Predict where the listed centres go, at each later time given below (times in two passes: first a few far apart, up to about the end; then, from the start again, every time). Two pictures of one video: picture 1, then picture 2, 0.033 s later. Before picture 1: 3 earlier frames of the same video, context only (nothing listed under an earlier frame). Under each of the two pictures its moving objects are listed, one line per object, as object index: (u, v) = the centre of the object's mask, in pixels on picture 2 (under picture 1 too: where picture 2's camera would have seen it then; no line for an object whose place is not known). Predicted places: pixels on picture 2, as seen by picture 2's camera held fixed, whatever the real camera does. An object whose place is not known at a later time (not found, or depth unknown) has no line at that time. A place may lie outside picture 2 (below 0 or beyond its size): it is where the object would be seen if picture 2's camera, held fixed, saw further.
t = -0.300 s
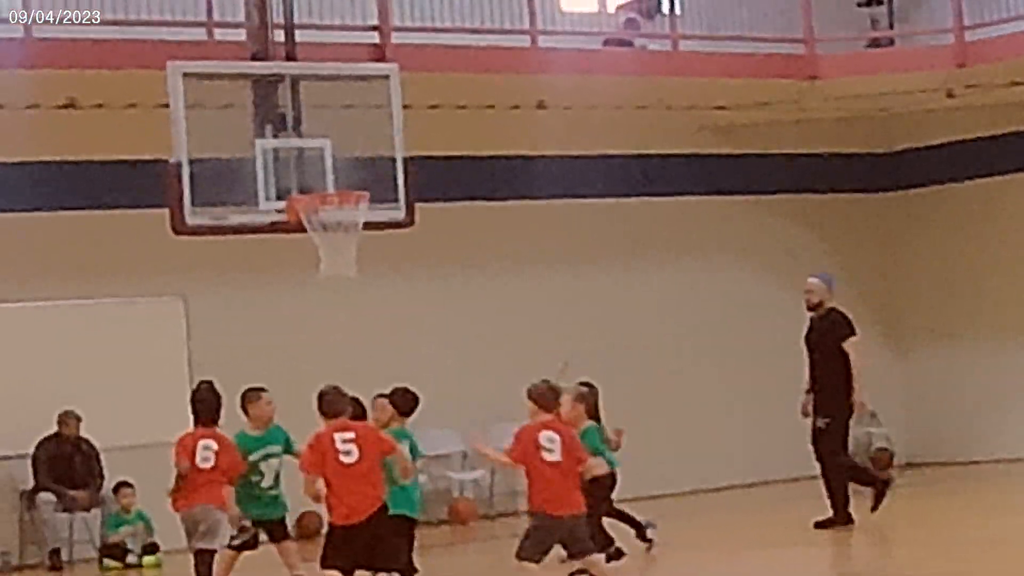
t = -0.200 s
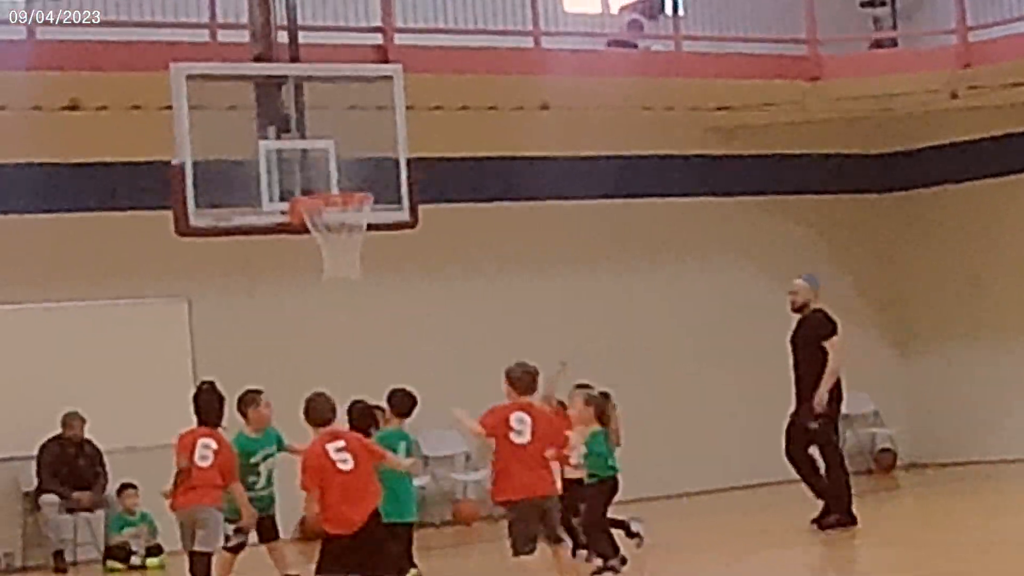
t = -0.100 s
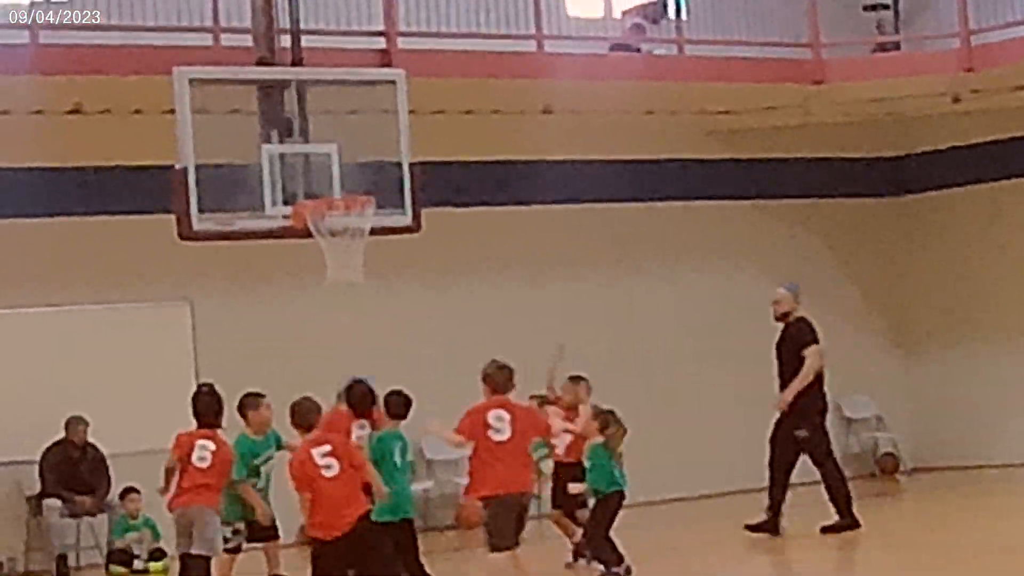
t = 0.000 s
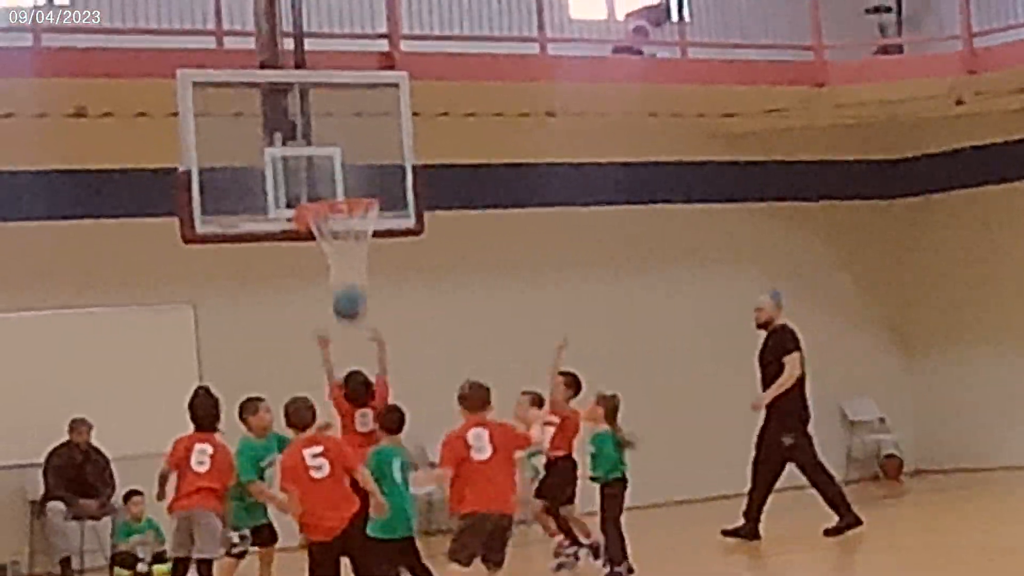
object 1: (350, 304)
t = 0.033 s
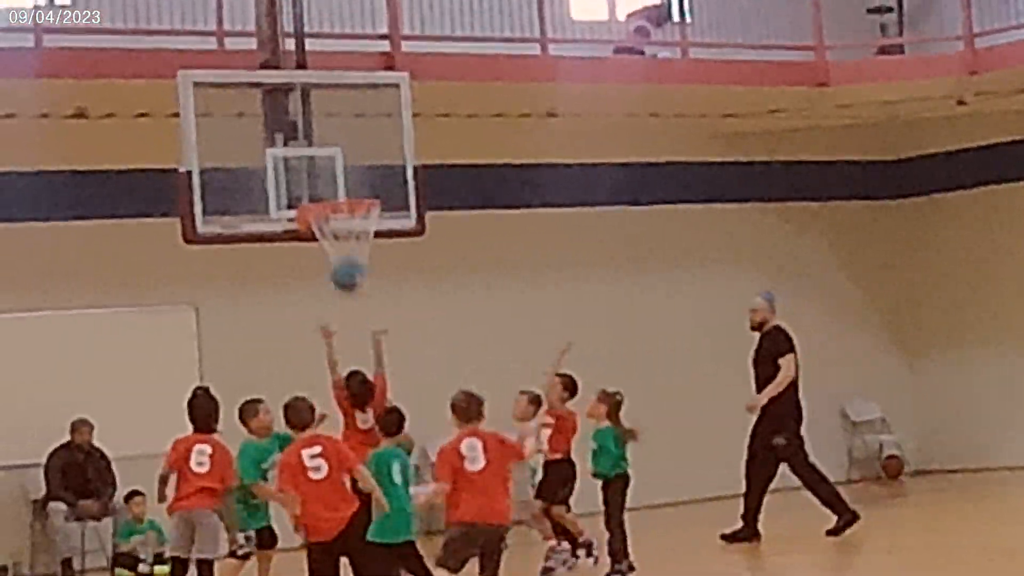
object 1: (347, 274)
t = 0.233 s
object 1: (327, 140)
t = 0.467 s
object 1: (317, 76)
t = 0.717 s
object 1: (308, 101)
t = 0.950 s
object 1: (336, 176)
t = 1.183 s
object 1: (378, 251)
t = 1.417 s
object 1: (379, 327)
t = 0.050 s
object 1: (344, 258)
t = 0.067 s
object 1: (341, 245)
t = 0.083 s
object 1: (340, 233)
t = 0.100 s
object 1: (339, 221)
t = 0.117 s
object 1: (337, 209)
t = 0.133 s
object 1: (337, 197)
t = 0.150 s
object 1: (336, 187)
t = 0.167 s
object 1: (332, 177)
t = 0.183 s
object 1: (330, 168)
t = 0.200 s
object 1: (331, 158)
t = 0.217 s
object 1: (329, 149)
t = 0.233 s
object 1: (327, 140)
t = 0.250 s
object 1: (326, 132)
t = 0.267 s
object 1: (325, 127)
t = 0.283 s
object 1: (324, 120)
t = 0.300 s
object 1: (323, 114)
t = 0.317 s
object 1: (322, 107)
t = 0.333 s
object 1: (321, 103)
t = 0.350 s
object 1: (321, 99)
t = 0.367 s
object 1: (320, 93)
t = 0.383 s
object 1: (319, 89)
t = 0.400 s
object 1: (318, 87)
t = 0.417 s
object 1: (318, 83)
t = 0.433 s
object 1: (318, 80)
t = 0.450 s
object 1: (317, 77)
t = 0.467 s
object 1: (317, 76)
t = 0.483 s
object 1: (316, 74)
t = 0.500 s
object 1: (316, 74)
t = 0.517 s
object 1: (316, 73)
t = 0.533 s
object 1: (315, 73)
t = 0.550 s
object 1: (314, 73)
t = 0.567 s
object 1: (314, 74)
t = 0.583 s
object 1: (313, 75)
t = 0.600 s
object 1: (313, 76)
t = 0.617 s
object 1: (312, 79)
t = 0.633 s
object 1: (312, 81)
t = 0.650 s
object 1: (312, 83)
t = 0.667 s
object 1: (311, 87)
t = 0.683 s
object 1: (311, 91)
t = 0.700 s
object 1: (309, 96)
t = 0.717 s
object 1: (308, 101)
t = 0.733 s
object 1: (307, 102)
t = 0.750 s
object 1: (305, 106)
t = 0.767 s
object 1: (307, 112)
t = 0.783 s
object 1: (307, 122)
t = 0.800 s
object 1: (308, 128)
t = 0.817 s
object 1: (307, 134)
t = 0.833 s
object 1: (311, 139)
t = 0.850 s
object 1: (315, 144)
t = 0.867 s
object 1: (318, 149)
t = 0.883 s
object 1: (323, 154)
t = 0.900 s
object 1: (327, 158)
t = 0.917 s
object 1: (331, 165)
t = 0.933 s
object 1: (334, 171)
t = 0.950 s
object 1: (336, 176)
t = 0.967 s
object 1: (341, 182)
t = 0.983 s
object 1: (348, 189)
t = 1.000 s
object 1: (356, 192)
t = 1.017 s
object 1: (357, 195)
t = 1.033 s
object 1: (359, 220)
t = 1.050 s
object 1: (366, 227)
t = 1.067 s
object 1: (370, 236)
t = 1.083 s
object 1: (373, 243)
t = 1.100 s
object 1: (374, 246)
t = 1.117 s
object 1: (375, 248)
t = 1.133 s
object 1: (377, 246)
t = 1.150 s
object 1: (378, 249)
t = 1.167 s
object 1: (378, 250)
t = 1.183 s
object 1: (378, 251)
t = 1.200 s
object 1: (378, 251)
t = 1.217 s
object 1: (378, 256)
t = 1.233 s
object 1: (378, 263)
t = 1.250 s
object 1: (376, 269)
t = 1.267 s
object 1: (377, 272)
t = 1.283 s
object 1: (376, 276)
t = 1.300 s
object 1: (377, 280)
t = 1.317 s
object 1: (378, 285)
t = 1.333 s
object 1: (378, 291)
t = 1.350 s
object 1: (377, 298)
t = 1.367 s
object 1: (378, 305)
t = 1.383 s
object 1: (378, 311)
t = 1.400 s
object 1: (379, 319)
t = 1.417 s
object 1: (379, 327)
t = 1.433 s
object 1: (381, 335)
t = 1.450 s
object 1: (381, 343)
